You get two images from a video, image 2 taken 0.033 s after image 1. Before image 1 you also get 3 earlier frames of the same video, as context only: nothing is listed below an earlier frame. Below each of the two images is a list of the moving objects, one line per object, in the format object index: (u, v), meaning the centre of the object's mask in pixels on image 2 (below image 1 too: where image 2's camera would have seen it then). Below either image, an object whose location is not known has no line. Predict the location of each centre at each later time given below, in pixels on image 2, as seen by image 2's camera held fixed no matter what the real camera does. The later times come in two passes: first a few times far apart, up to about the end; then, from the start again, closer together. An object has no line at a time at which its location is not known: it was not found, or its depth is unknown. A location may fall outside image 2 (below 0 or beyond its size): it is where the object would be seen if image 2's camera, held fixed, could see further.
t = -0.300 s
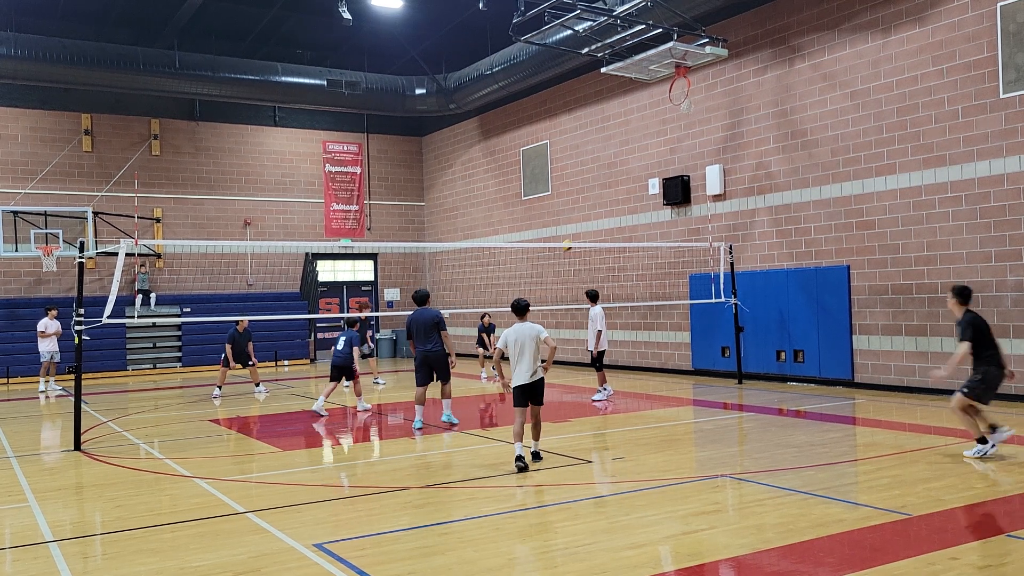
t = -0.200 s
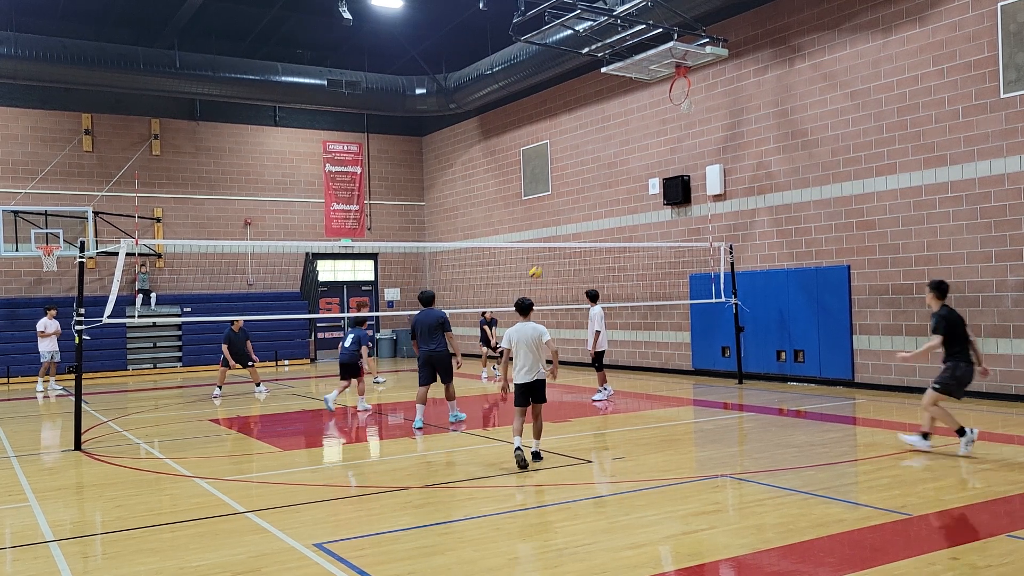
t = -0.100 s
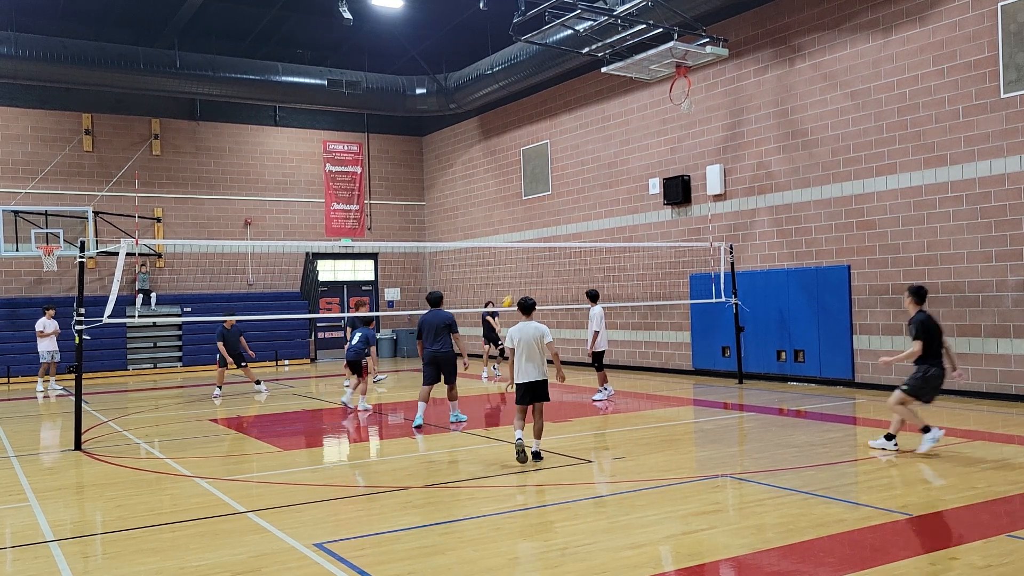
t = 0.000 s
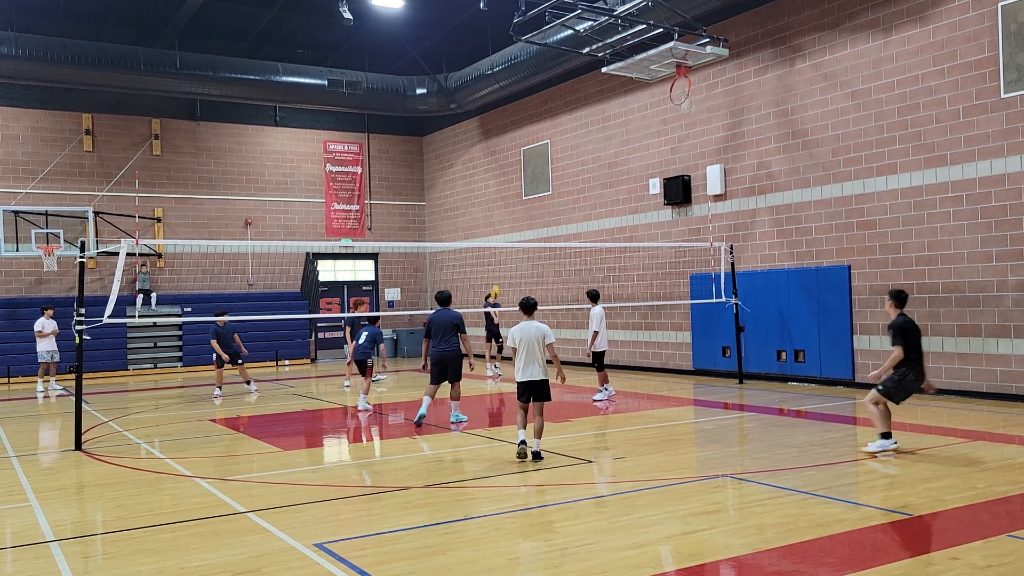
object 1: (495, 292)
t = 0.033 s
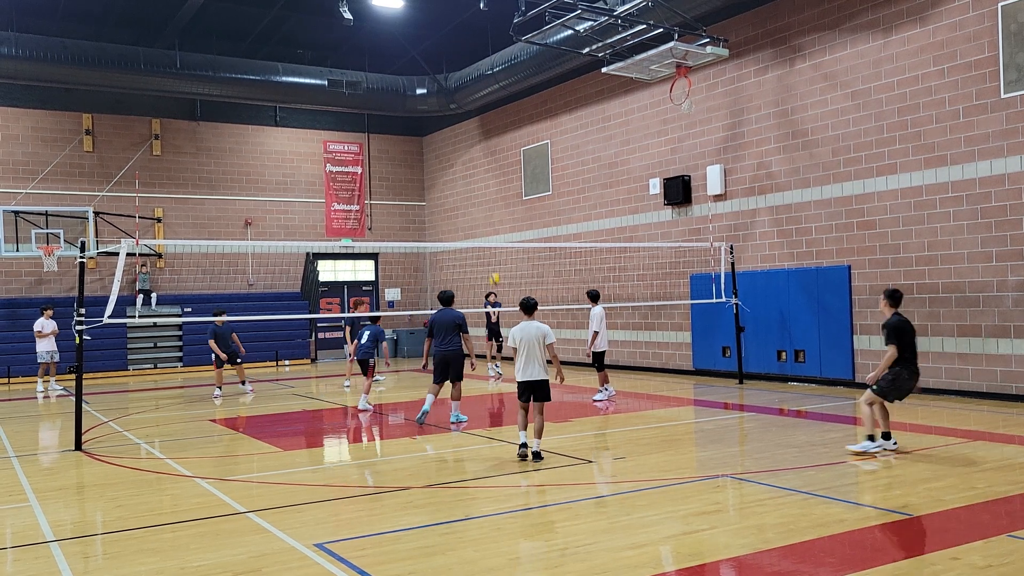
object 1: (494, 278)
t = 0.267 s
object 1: (487, 203)
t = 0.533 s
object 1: (477, 145)
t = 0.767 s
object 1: (469, 124)
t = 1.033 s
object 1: (460, 134)
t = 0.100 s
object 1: (492, 254)
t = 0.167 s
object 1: (490, 232)
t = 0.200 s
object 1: (489, 222)
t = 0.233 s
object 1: (488, 211)
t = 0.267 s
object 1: (487, 203)
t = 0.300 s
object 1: (485, 194)
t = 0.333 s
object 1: (484, 185)
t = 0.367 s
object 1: (483, 178)
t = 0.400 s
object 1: (482, 170)
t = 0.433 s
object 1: (481, 163)
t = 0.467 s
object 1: (480, 157)
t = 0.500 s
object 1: (479, 151)
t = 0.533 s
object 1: (477, 145)
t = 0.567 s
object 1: (476, 141)
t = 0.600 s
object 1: (475, 137)
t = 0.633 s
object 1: (474, 133)
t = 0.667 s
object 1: (473, 130)
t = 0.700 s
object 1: (472, 127)
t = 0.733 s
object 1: (471, 125)
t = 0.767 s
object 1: (469, 124)
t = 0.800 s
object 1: (468, 123)
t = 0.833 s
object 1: (467, 123)
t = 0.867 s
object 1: (466, 123)
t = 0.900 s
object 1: (465, 124)
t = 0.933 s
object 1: (464, 125)
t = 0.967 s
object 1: (462, 128)
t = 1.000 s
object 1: (461, 130)
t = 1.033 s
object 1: (460, 134)
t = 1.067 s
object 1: (459, 138)
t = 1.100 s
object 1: (458, 142)
